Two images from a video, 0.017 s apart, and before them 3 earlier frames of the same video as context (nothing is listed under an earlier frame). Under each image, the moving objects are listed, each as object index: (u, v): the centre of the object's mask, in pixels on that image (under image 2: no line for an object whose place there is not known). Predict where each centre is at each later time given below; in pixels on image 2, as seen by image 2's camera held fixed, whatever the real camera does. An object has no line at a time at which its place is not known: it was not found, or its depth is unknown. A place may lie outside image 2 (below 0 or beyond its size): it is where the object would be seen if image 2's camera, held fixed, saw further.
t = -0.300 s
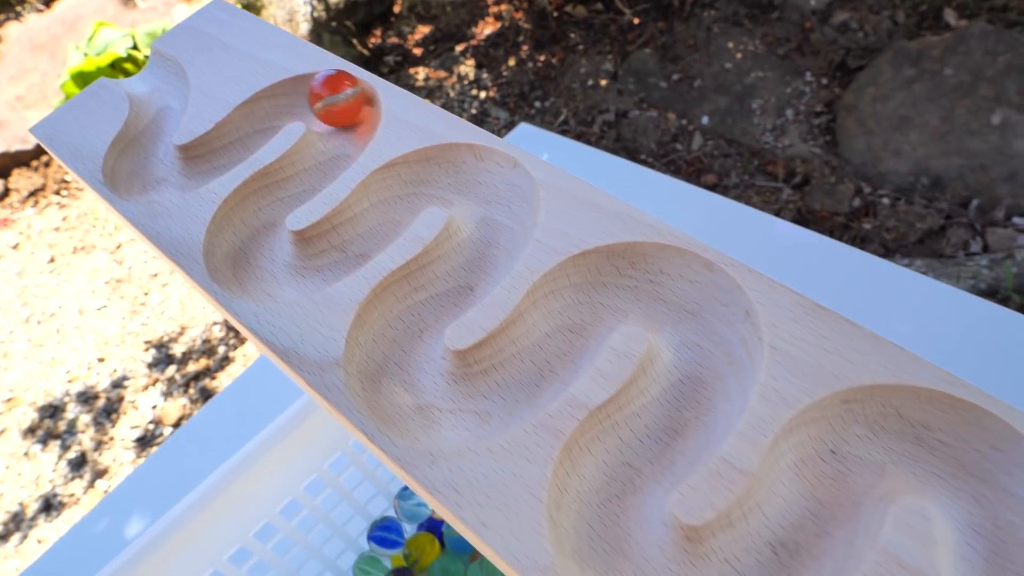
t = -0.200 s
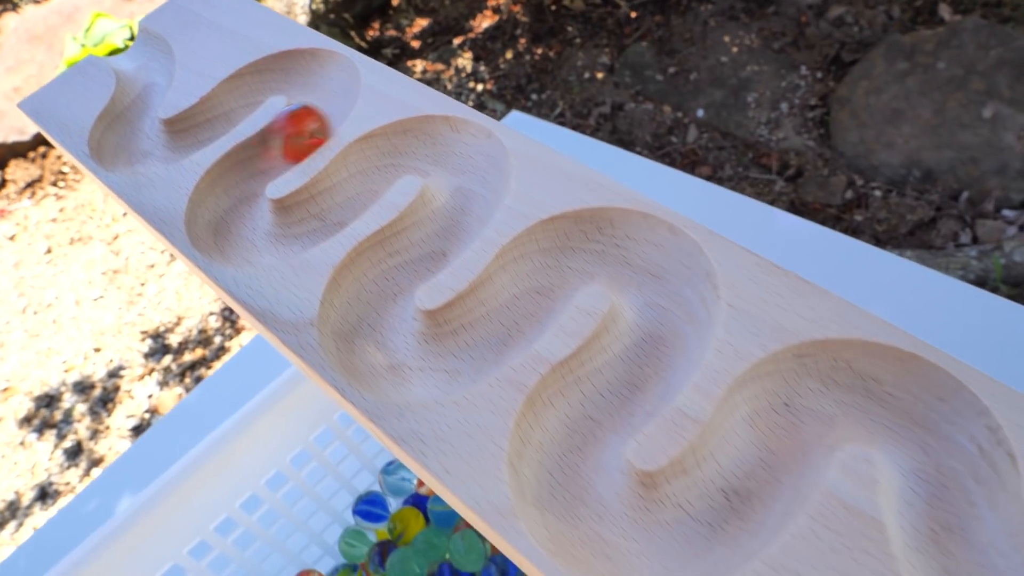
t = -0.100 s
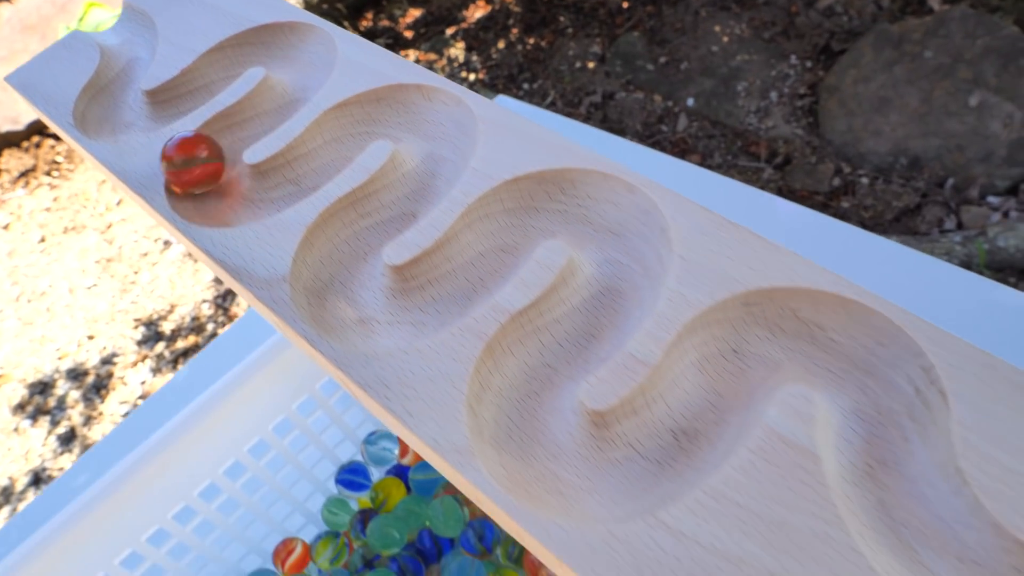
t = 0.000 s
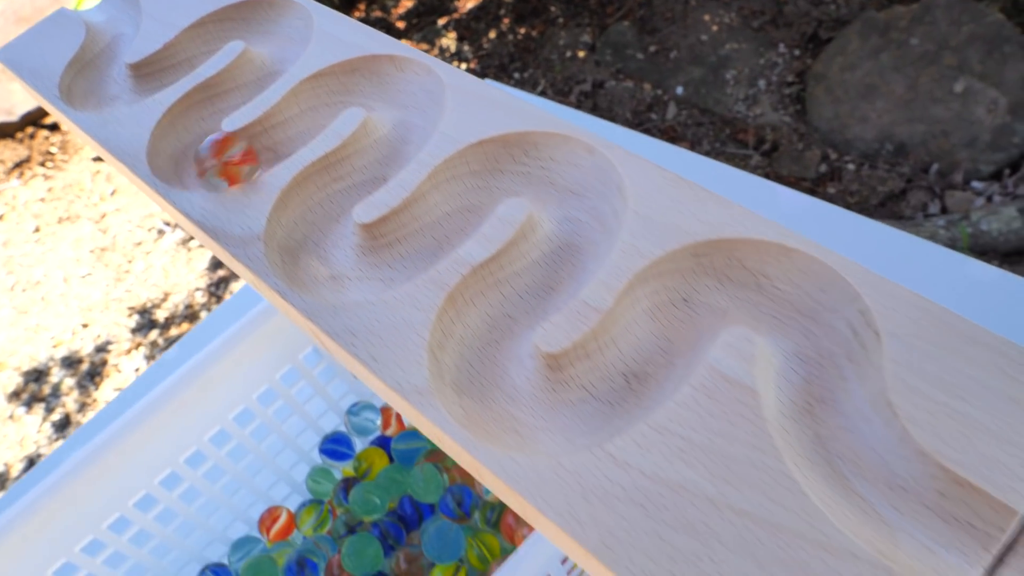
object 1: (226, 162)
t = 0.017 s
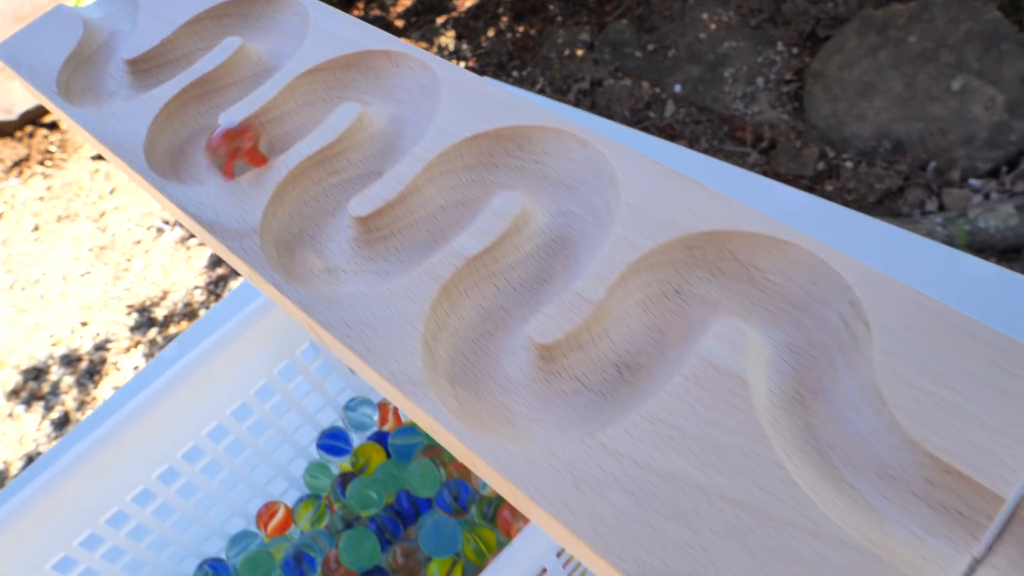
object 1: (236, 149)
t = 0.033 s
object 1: (251, 142)
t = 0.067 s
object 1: (284, 122)
